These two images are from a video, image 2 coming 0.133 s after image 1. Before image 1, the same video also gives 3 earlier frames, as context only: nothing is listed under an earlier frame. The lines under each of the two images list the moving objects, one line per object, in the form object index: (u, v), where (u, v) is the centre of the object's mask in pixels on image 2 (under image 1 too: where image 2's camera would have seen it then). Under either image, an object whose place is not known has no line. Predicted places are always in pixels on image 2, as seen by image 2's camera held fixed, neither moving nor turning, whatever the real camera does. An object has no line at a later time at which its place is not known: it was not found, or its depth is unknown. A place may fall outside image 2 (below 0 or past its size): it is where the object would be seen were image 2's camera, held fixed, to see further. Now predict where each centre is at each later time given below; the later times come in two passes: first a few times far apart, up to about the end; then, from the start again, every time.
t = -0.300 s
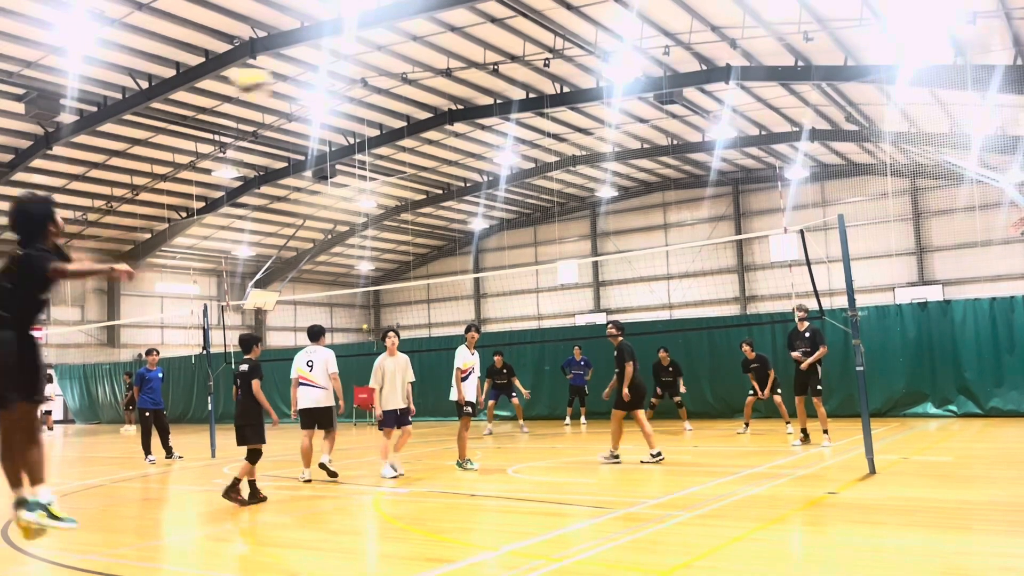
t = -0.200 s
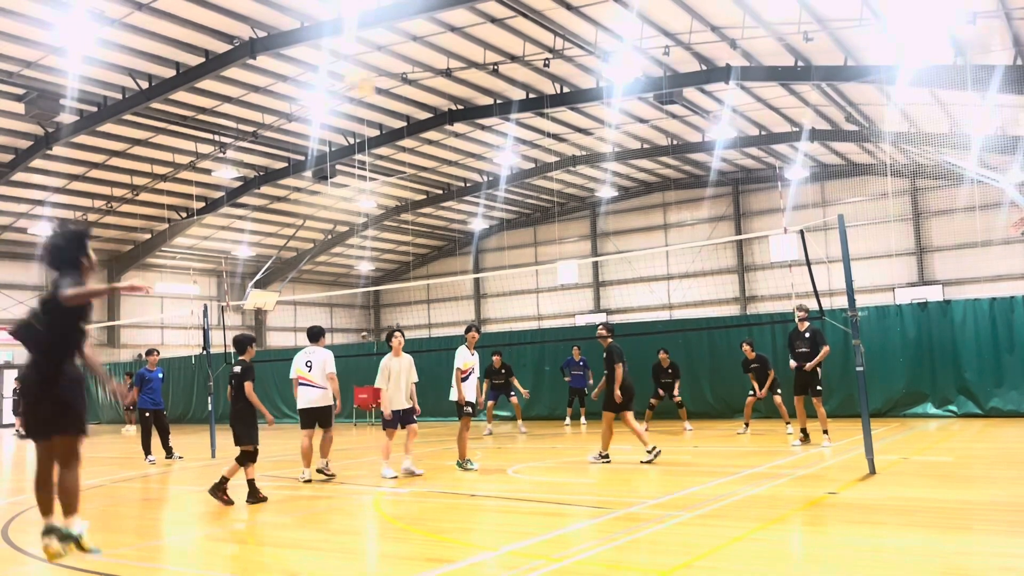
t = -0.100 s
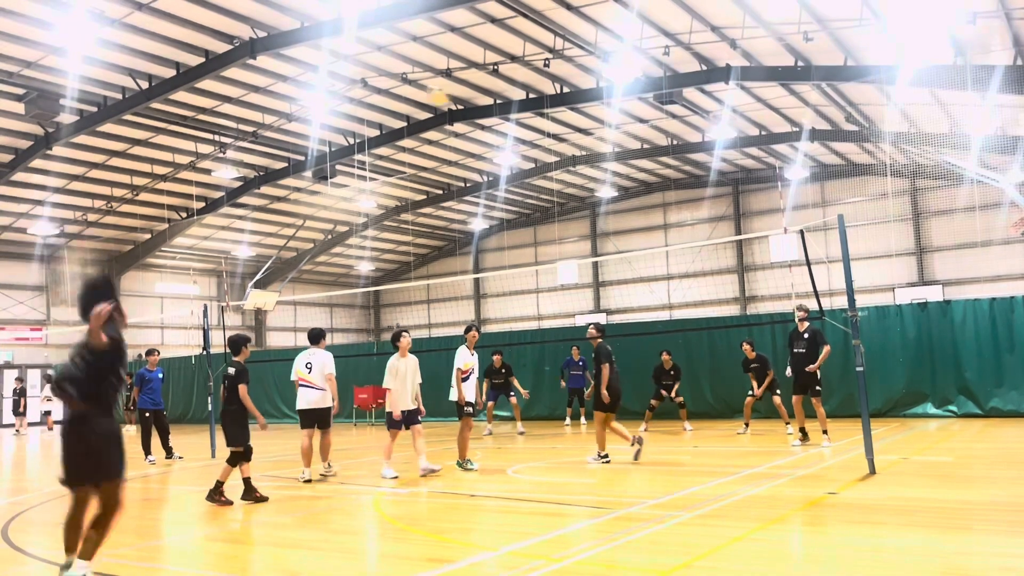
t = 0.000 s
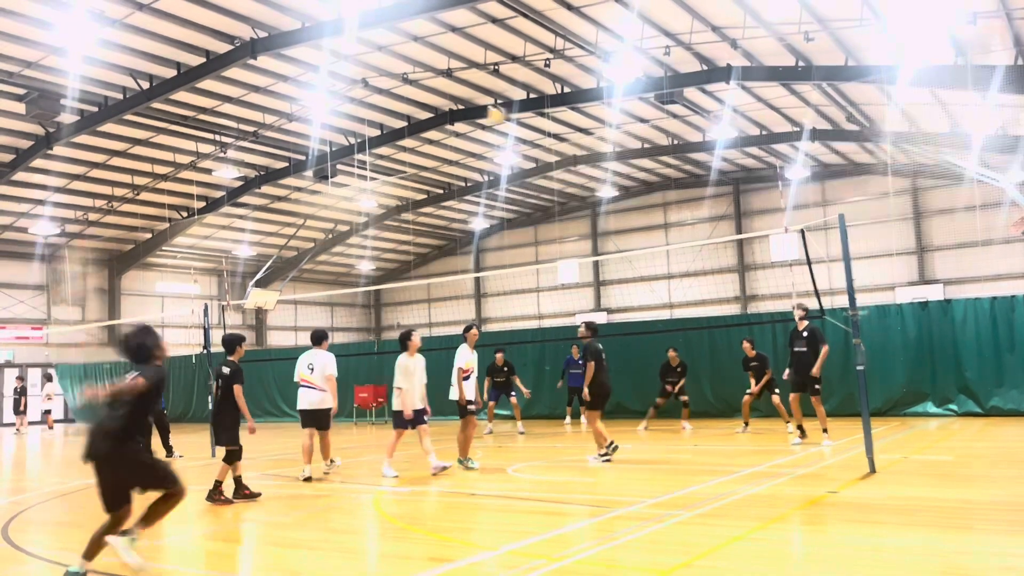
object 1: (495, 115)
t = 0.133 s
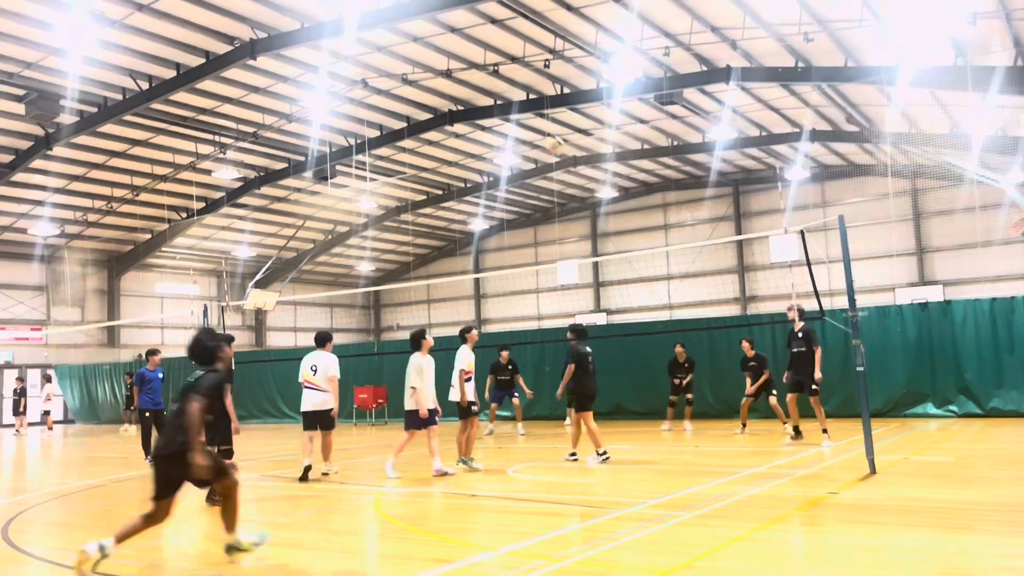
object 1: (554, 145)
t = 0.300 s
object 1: (605, 183)
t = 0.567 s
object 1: (658, 259)
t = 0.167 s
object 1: (566, 152)
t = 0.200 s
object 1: (577, 161)
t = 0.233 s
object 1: (588, 169)
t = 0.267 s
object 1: (597, 177)
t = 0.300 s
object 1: (605, 183)
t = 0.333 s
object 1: (612, 193)
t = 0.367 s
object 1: (619, 201)
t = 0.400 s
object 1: (625, 210)
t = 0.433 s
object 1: (632, 219)
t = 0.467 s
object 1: (639, 229)
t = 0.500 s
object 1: (644, 238)
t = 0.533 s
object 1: (652, 247)
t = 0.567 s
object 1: (658, 259)
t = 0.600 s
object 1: (665, 269)
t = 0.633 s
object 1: (671, 280)
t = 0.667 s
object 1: (675, 290)
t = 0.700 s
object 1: (680, 302)
